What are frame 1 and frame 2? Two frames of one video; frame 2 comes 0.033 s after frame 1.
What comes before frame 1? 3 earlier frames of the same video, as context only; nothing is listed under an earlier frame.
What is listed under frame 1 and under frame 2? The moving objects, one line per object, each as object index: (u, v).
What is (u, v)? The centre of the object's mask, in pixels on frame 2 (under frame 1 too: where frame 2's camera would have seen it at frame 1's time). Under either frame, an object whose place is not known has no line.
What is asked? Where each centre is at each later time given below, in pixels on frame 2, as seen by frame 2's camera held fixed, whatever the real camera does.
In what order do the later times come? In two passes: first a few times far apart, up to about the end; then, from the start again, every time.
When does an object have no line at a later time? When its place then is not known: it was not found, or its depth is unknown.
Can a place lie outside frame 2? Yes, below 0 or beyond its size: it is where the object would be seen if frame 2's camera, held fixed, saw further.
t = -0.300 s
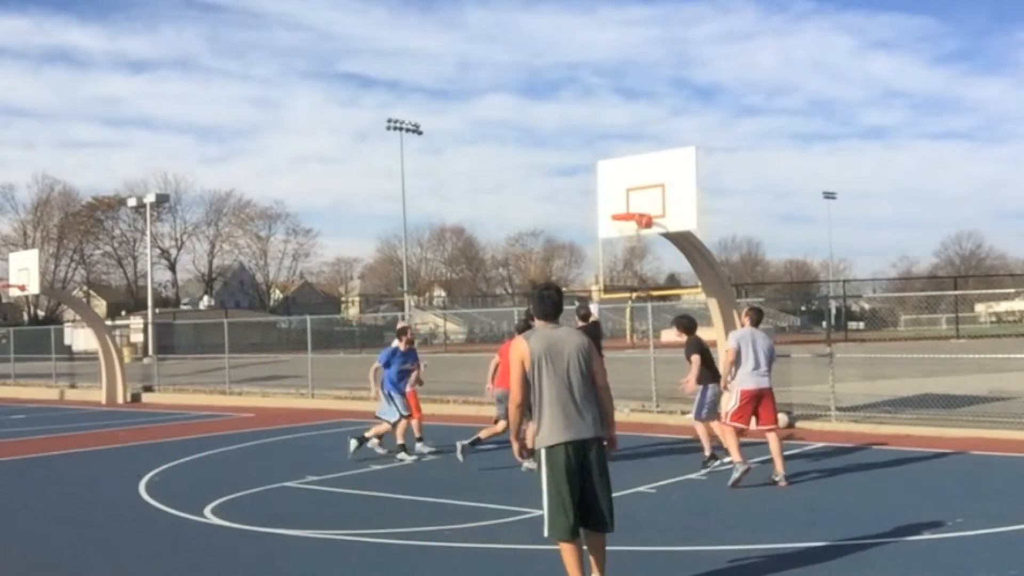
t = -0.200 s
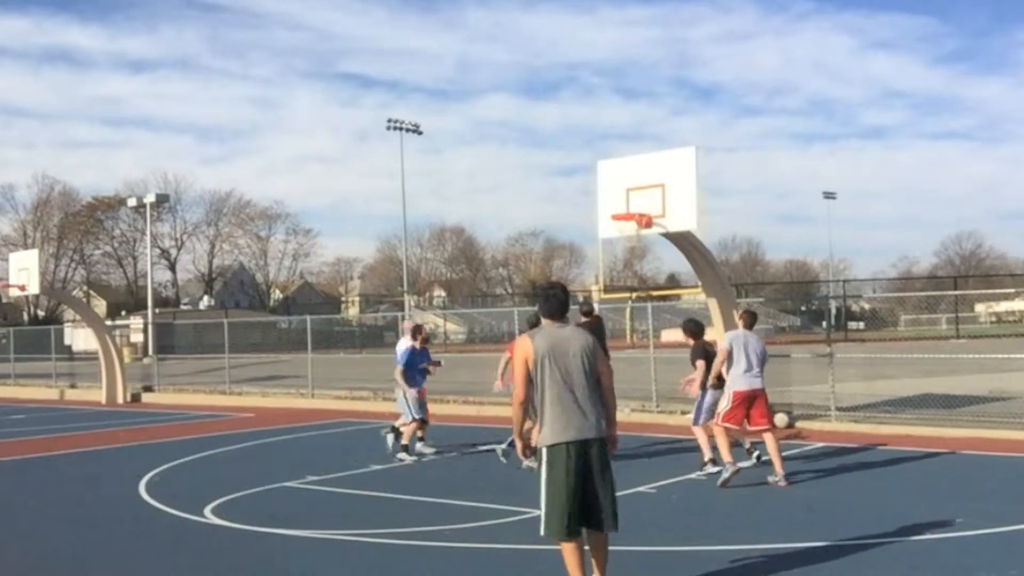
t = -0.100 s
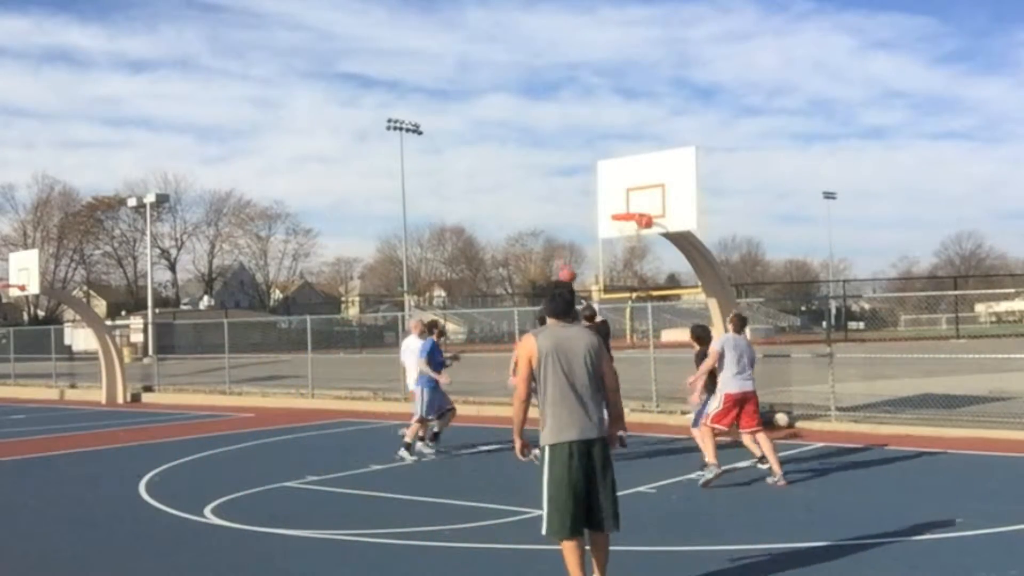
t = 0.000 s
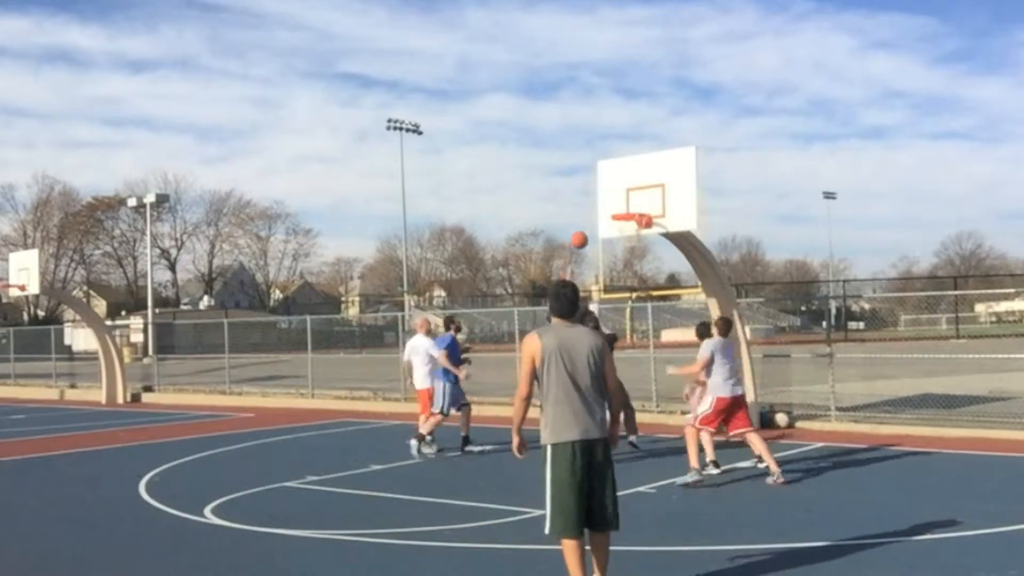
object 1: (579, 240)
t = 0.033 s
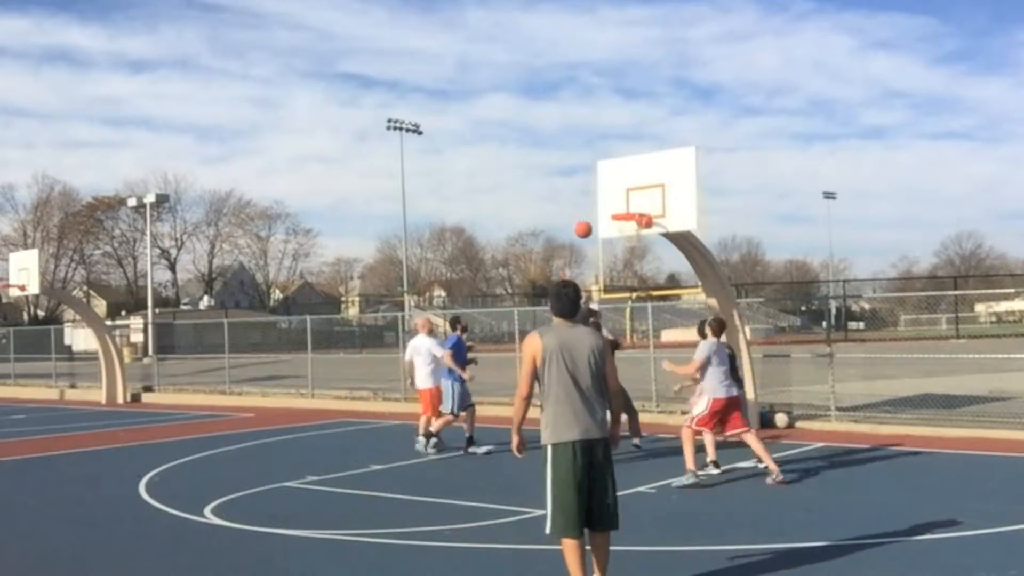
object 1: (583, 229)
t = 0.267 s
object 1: (613, 180)
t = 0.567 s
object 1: (622, 168)
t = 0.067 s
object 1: (587, 219)
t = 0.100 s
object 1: (591, 211)
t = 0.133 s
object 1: (595, 203)
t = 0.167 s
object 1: (600, 196)
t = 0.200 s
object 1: (604, 190)
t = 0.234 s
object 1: (608, 184)
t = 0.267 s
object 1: (613, 180)
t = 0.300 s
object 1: (617, 176)
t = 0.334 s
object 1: (620, 173)
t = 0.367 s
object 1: (621, 170)
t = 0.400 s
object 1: (621, 167)
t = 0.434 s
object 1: (620, 166)
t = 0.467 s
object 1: (621, 165)
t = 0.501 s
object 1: (621, 165)
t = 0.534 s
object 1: (621, 166)
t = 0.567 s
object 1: (622, 168)
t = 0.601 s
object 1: (622, 171)
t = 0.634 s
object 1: (623, 174)
